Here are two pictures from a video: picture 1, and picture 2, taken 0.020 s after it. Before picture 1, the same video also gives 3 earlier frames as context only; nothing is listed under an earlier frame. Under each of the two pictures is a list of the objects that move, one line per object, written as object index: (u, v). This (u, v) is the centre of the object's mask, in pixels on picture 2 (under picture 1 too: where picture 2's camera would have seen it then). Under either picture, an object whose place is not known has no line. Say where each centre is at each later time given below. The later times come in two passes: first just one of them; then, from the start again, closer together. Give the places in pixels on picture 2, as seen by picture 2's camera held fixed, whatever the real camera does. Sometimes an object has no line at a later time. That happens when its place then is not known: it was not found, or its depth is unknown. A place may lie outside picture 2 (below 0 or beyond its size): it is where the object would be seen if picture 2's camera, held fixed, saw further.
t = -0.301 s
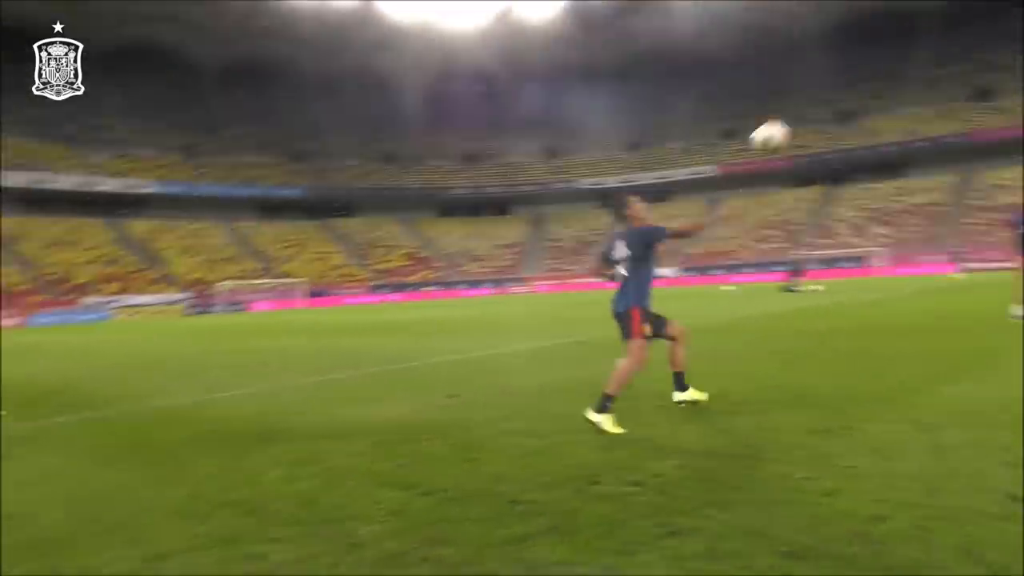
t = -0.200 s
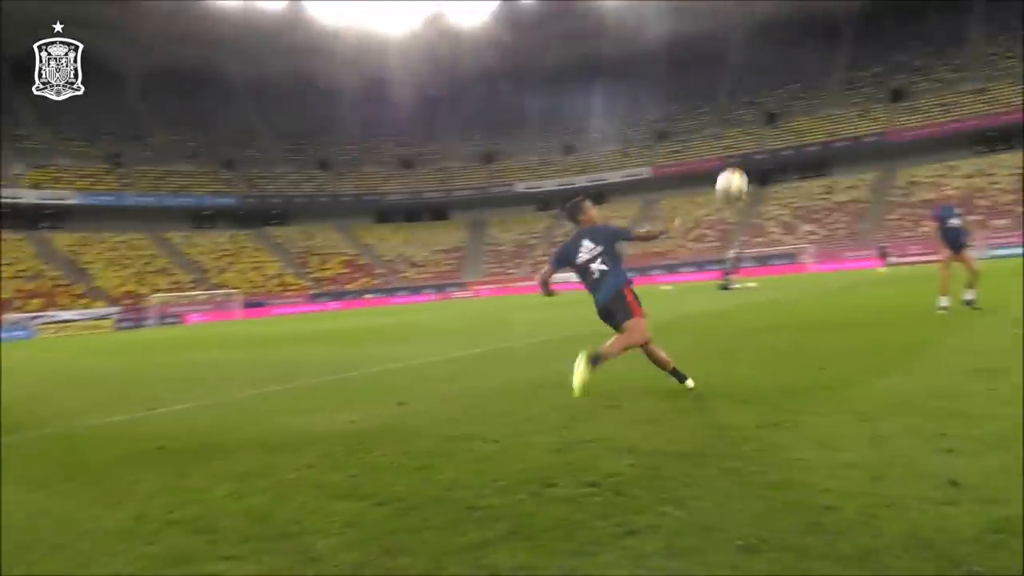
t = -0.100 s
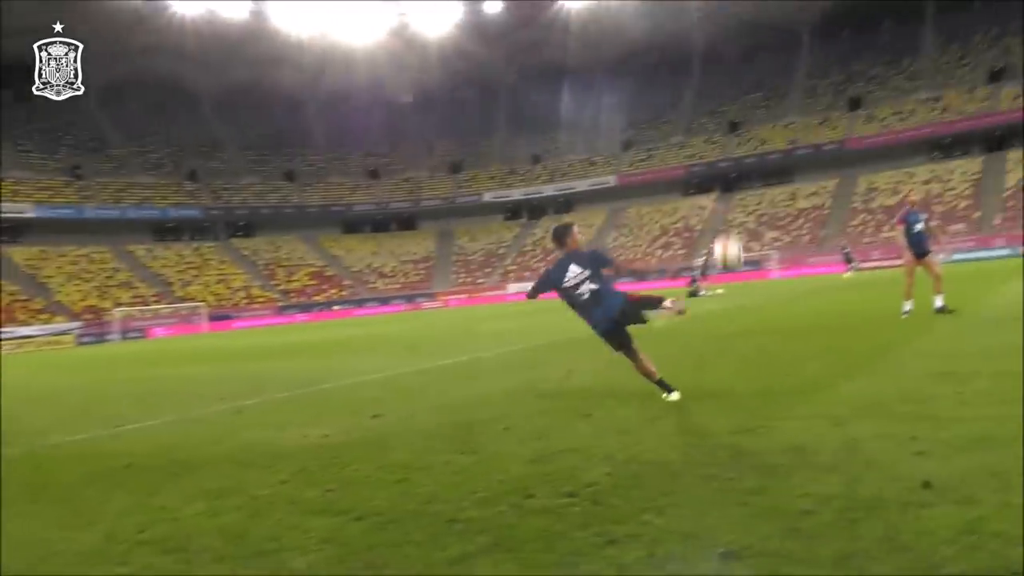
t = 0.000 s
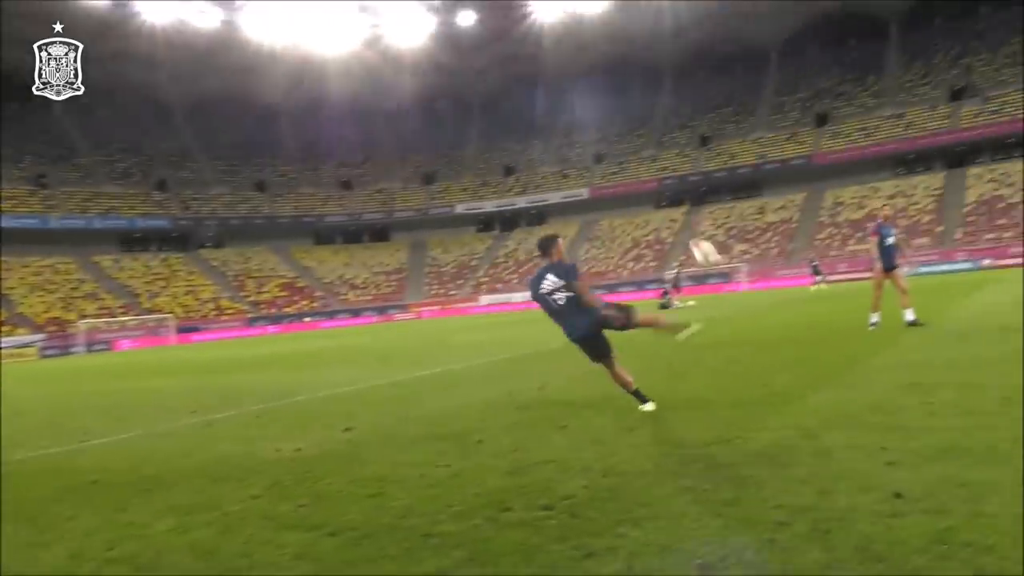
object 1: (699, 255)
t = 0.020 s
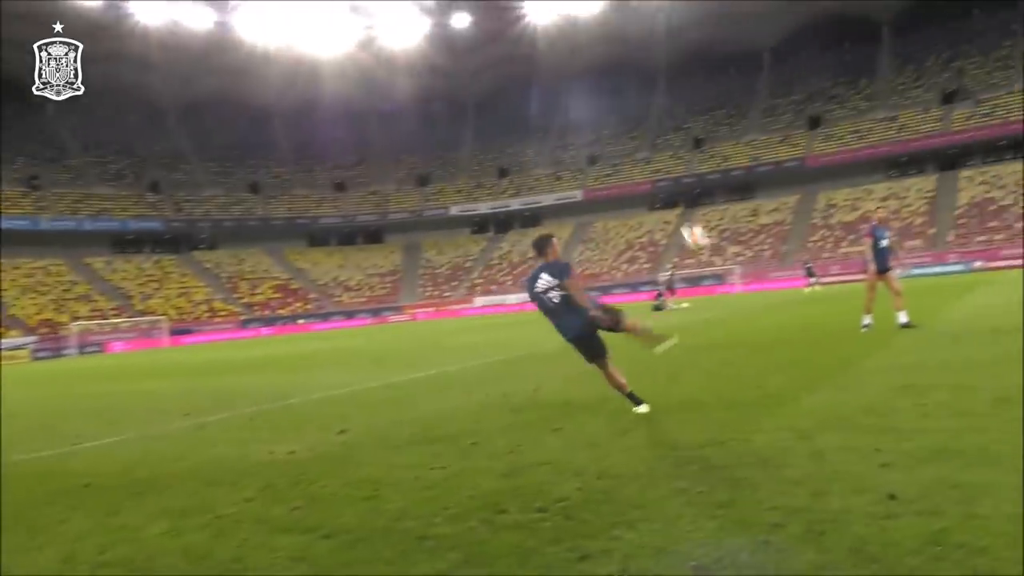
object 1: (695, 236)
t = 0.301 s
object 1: (674, 113)
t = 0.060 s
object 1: (689, 206)
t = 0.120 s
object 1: (683, 172)
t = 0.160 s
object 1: (679, 154)
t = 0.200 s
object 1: (677, 140)
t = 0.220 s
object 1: (676, 133)
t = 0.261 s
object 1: (675, 122)
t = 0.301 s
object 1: (674, 113)
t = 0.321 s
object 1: (674, 109)
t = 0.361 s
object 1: (673, 101)
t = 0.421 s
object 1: (673, 93)
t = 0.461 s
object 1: (672, 89)
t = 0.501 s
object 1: (674, 86)
